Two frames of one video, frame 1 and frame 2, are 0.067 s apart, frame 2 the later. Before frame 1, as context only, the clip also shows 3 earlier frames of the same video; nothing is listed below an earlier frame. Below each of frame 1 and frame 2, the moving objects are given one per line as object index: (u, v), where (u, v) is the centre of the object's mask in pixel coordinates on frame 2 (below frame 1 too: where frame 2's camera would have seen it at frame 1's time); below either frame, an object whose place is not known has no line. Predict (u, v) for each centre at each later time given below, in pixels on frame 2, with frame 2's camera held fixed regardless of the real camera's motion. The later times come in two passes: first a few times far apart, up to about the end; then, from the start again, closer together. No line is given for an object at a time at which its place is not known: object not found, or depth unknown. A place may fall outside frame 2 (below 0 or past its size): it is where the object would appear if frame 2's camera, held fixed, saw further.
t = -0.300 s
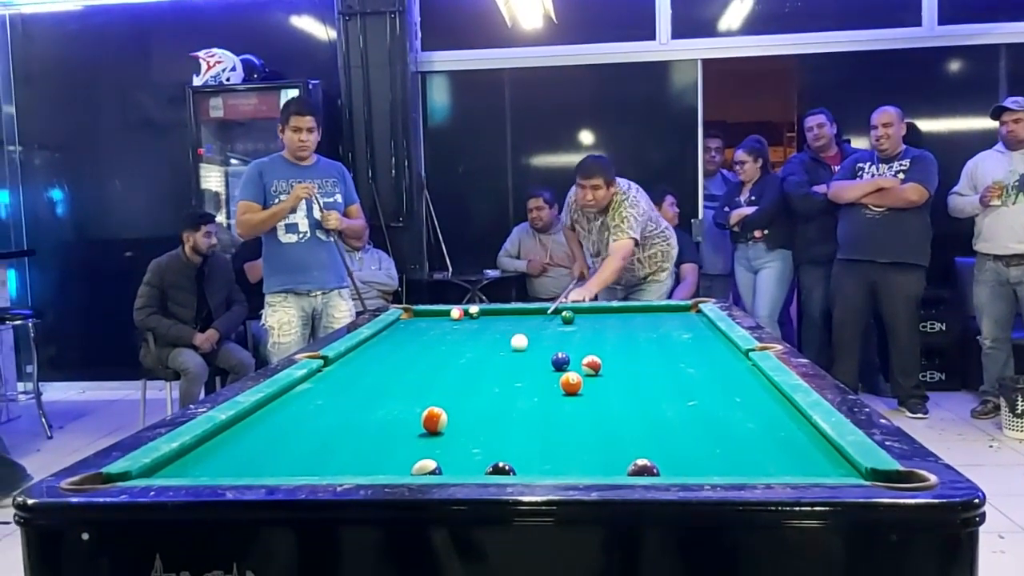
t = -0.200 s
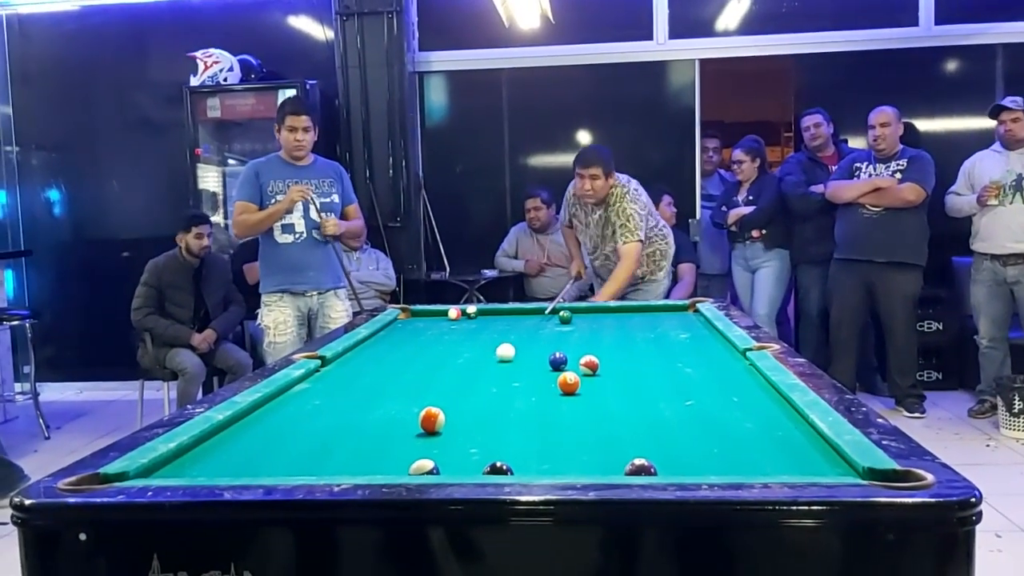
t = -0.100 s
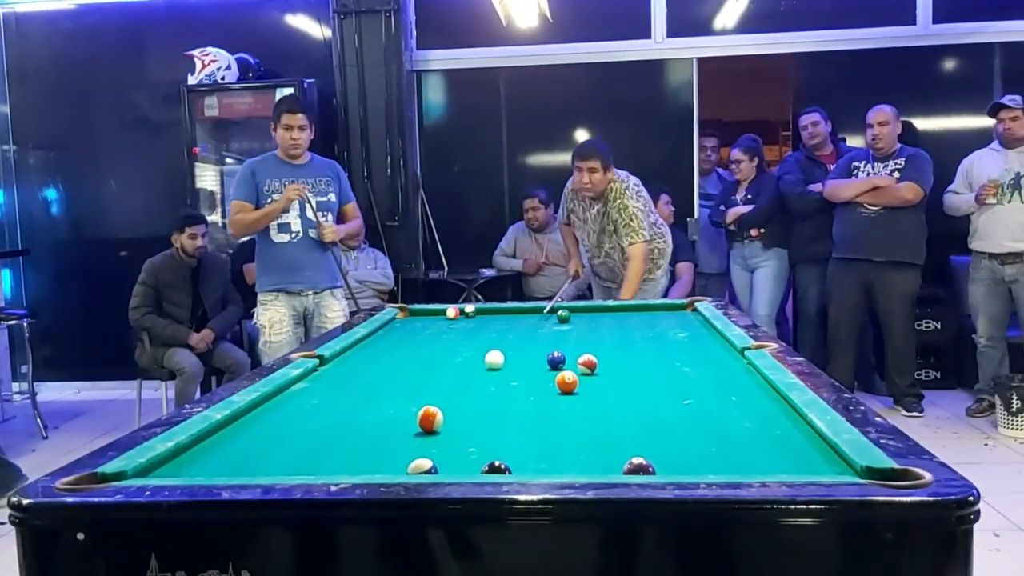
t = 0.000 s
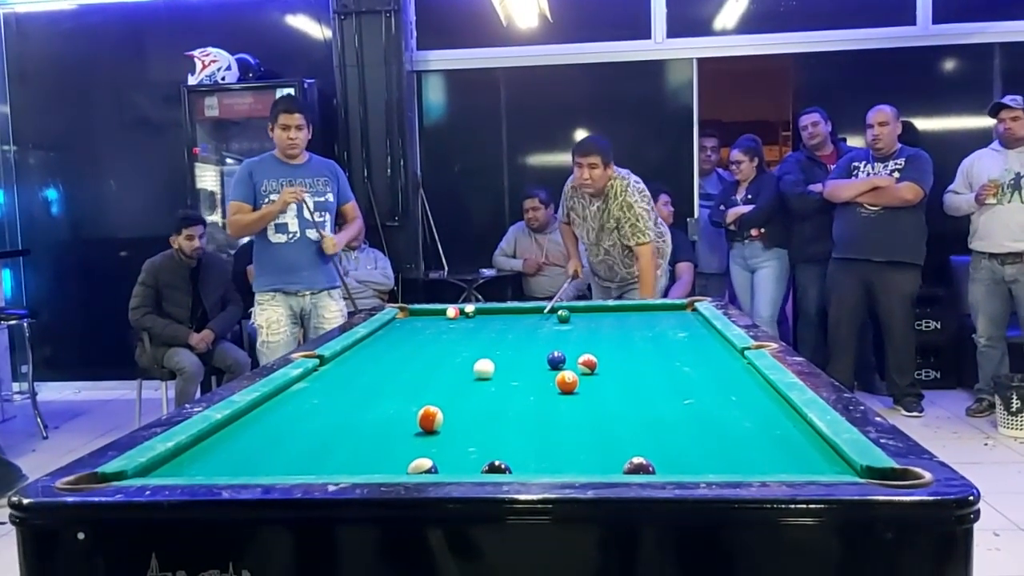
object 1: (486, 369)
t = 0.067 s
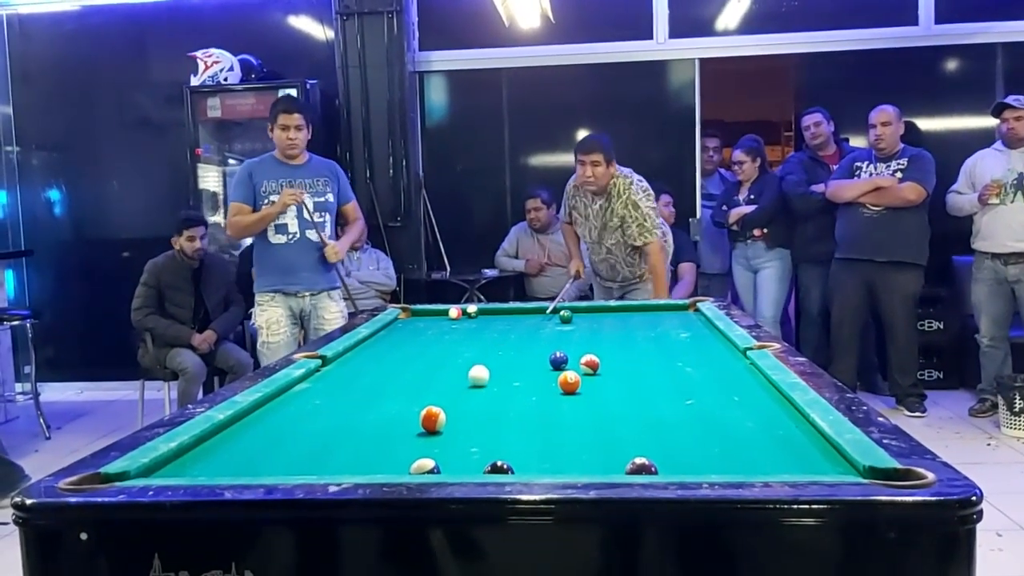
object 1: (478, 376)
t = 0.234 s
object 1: (457, 395)
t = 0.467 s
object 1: (427, 411)
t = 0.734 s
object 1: (400, 424)
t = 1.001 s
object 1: (375, 432)
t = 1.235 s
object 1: (355, 437)
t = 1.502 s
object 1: (334, 445)
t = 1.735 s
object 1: (310, 446)
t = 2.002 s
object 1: (288, 447)
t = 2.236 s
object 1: (275, 448)
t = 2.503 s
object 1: (264, 448)
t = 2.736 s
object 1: (259, 448)
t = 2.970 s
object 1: (257, 448)
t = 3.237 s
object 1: (257, 448)
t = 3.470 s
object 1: (257, 447)
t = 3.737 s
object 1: (257, 447)
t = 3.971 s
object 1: (257, 447)
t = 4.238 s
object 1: (257, 447)
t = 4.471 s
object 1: (257, 448)
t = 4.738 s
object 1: (257, 447)
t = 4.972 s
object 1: (257, 448)
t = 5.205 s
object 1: (257, 448)
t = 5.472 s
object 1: (257, 448)
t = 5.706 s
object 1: (257, 448)
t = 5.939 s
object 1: (257, 448)
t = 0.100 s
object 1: (474, 380)
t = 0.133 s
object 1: (470, 383)
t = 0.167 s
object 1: (466, 387)
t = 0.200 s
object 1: (461, 391)
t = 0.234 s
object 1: (457, 395)
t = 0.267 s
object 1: (452, 399)
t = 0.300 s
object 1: (448, 402)
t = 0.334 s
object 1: (444, 405)
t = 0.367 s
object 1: (439, 406)
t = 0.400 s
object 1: (434, 407)
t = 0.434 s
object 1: (430, 409)
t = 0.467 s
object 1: (427, 411)
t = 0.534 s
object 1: (419, 415)
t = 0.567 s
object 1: (416, 417)
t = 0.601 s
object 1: (413, 419)
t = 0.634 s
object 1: (410, 420)
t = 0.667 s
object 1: (406, 421)
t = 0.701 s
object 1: (403, 423)
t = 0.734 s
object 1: (400, 424)
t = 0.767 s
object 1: (397, 425)
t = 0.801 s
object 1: (394, 426)
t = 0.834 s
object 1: (390, 427)
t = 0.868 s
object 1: (387, 428)
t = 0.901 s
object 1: (384, 429)
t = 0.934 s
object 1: (381, 430)
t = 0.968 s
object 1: (378, 432)
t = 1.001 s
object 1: (375, 432)
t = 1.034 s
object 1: (372, 433)
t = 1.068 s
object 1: (369, 434)
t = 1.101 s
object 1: (366, 435)
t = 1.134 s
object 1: (364, 436)
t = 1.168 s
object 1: (361, 436)
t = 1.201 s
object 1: (358, 437)
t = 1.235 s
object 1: (355, 437)
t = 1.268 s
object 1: (352, 438)
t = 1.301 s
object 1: (349, 439)
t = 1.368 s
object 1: (344, 441)
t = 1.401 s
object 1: (341, 442)
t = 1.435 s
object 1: (339, 443)
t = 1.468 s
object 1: (336, 444)
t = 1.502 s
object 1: (334, 445)
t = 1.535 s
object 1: (331, 445)
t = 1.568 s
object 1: (328, 445)
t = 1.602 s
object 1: (324, 446)
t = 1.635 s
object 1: (320, 446)
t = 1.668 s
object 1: (317, 446)
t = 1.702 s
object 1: (314, 446)
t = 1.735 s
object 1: (310, 446)
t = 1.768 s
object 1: (307, 446)
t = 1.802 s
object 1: (304, 446)
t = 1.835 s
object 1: (301, 447)
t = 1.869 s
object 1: (299, 447)
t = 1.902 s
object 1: (296, 447)
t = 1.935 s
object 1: (293, 447)
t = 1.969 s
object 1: (291, 447)
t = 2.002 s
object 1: (288, 447)
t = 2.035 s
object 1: (286, 447)
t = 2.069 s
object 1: (284, 447)
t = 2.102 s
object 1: (282, 447)
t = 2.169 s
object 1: (278, 448)
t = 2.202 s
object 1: (276, 448)
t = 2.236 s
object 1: (275, 448)
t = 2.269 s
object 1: (273, 448)
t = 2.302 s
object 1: (271, 448)
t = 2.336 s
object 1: (270, 448)
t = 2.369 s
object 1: (268, 448)
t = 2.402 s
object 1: (267, 448)
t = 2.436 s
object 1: (266, 448)
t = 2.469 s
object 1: (265, 448)
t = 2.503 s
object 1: (264, 448)
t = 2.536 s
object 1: (263, 448)
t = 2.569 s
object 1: (262, 448)
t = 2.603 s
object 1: (262, 448)
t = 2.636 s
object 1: (261, 448)
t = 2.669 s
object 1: (260, 448)
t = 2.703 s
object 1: (260, 448)
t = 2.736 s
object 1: (259, 448)
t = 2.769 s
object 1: (259, 448)
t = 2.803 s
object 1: (258, 448)
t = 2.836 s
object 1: (258, 448)
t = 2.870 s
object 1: (258, 447)
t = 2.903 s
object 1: (257, 447)
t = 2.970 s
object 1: (257, 448)
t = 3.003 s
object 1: (257, 448)
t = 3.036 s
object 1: (257, 448)
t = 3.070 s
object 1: (257, 447)
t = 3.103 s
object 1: (257, 447)
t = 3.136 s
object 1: (257, 448)
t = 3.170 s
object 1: (257, 447)
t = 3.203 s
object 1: (257, 448)
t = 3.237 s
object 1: (257, 448)
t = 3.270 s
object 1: (257, 447)
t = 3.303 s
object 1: (257, 447)
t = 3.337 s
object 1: (257, 448)
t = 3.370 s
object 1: (257, 447)
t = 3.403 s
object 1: (257, 447)
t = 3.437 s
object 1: (257, 448)
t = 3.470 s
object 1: (257, 447)
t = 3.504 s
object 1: (257, 447)
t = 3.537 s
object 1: (257, 447)
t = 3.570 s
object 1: (257, 447)
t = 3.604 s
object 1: (257, 448)
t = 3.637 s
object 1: (257, 447)
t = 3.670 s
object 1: (257, 447)
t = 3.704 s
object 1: (257, 447)
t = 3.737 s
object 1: (257, 447)
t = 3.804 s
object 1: (257, 447)
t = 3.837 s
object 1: (257, 447)
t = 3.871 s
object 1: (257, 447)
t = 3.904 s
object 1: (257, 447)
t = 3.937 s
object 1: (257, 447)
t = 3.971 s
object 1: (257, 447)
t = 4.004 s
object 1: (257, 447)
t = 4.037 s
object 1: (257, 447)
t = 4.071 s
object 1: (257, 447)
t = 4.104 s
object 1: (257, 447)
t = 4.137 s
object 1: (257, 447)
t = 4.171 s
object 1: (257, 447)
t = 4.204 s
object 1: (257, 447)
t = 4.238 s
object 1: (257, 447)
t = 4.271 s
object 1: (257, 447)
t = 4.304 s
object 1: (257, 447)
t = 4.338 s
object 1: (257, 447)
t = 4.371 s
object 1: (257, 447)
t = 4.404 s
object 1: (257, 447)
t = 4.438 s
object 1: (257, 447)
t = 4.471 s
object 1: (257, 448)
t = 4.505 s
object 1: (257, 448)
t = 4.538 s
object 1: (257, 447)
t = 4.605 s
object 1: (257, 448)
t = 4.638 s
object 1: (257, 448)
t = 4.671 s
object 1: (257, 448)
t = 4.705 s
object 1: (257, 447)
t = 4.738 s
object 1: (257, 447)
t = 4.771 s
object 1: (257, 448)
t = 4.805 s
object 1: (257, 448)
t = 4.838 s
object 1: (257, 448)
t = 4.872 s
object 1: (257, 448)
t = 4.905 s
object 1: (257, 448)
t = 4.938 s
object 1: (257, 448)
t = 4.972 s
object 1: (257, 448)
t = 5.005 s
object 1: (257, 448)
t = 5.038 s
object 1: (257, 448)
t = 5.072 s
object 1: (257, 448)
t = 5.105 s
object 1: (257, 448)
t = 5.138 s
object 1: (257, 448)
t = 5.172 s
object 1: (257, 448)
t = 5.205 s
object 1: (257, 448)
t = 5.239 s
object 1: (257, 448)
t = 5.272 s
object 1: (257, 448)
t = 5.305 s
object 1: (257, 448)
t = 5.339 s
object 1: (257, 448)
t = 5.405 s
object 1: (257, 448)
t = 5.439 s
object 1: (257, 448)
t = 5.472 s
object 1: (257, 448)
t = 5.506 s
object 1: (257, 448)
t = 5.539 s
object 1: (257, 448)
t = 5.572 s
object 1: (257, 448)
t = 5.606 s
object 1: (257, 448)
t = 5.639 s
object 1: (257, 448)
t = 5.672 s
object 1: (257, 448)
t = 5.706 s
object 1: (257, 448)
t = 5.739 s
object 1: (257, 448)
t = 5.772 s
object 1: (258, 448)
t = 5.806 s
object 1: (257, 448)
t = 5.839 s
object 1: (257, 448)
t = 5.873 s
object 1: (257, 448)
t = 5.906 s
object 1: (258, 448)
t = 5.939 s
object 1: (257, 448)
